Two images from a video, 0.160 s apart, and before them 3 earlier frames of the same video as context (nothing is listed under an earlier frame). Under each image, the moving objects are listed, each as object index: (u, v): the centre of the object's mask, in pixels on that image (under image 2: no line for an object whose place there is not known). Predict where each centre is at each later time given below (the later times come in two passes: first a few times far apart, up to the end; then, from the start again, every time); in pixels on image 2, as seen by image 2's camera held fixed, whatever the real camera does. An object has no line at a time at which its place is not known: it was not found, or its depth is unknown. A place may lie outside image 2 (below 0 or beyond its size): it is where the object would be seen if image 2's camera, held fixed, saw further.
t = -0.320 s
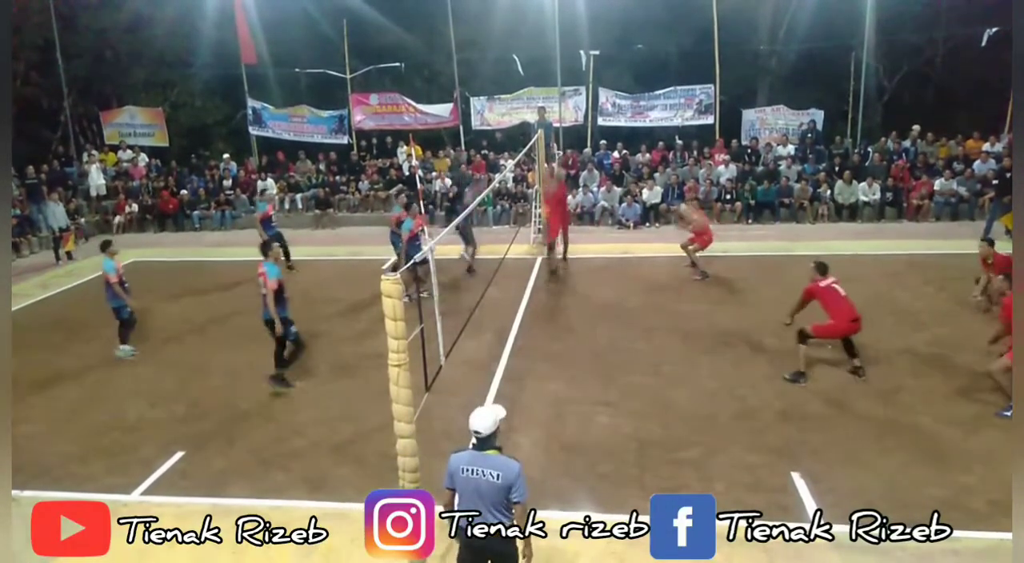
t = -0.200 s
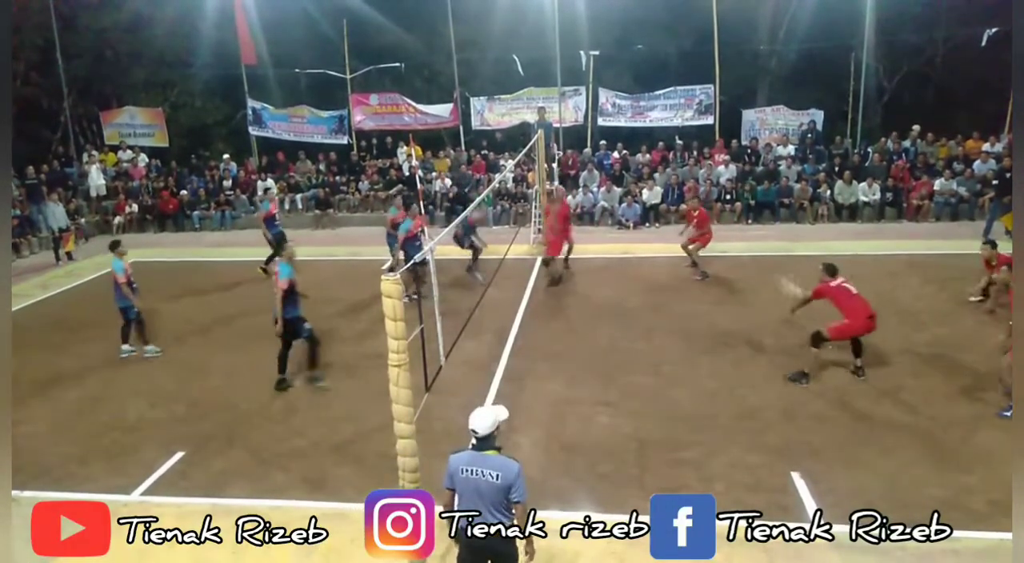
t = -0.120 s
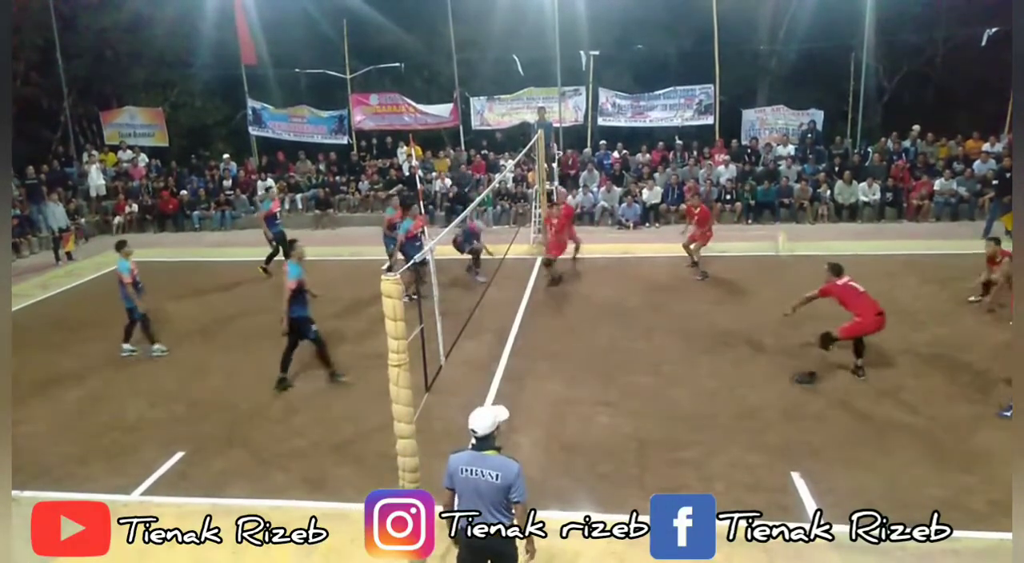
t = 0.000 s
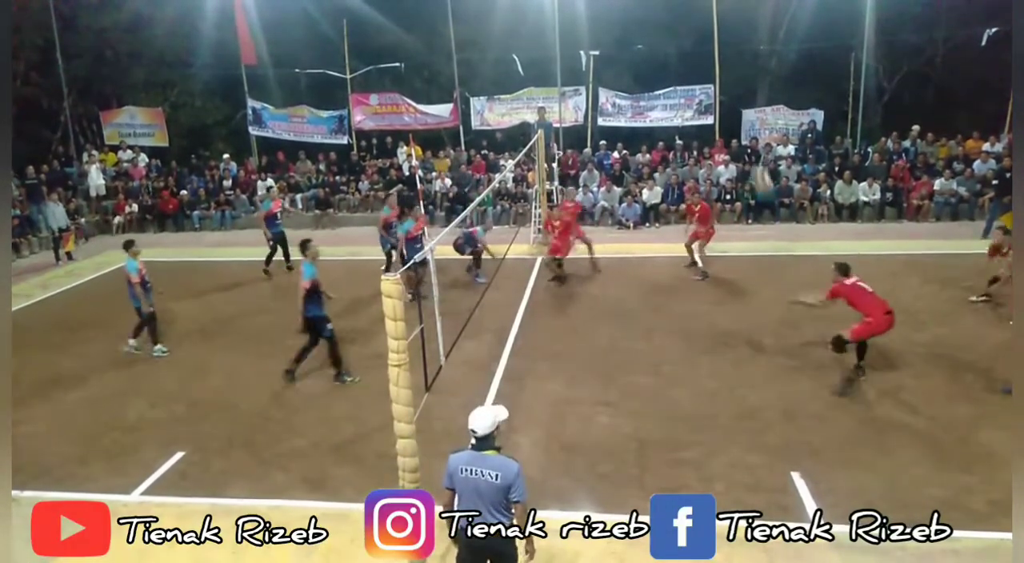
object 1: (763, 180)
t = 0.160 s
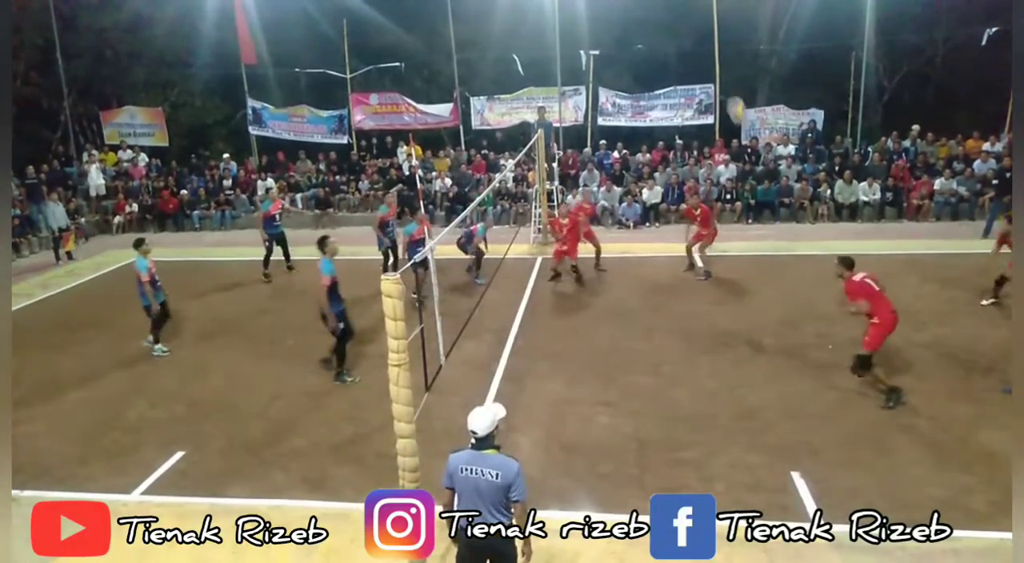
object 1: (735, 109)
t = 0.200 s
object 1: (731, 97)
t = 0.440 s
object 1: (697, 43)
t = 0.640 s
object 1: (671, 35)
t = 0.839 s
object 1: (647, 56)
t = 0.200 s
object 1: (731, 97)
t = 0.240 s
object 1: (726, 84)
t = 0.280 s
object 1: (719, 73)
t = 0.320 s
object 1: (713, 64)
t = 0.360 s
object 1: (706, 56)
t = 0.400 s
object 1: (702, 49)
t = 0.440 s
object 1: (697, 43)
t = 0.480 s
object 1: (691, 39)
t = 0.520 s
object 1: (686, 37)
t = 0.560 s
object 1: (681, 35)
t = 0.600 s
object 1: (675, 35)
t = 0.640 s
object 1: (671, 35)
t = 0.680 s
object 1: (666, 37)
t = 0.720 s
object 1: (661, 40)
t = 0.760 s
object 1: (656, 44)
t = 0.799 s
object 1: (652, 50)
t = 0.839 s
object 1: (647, 56)
